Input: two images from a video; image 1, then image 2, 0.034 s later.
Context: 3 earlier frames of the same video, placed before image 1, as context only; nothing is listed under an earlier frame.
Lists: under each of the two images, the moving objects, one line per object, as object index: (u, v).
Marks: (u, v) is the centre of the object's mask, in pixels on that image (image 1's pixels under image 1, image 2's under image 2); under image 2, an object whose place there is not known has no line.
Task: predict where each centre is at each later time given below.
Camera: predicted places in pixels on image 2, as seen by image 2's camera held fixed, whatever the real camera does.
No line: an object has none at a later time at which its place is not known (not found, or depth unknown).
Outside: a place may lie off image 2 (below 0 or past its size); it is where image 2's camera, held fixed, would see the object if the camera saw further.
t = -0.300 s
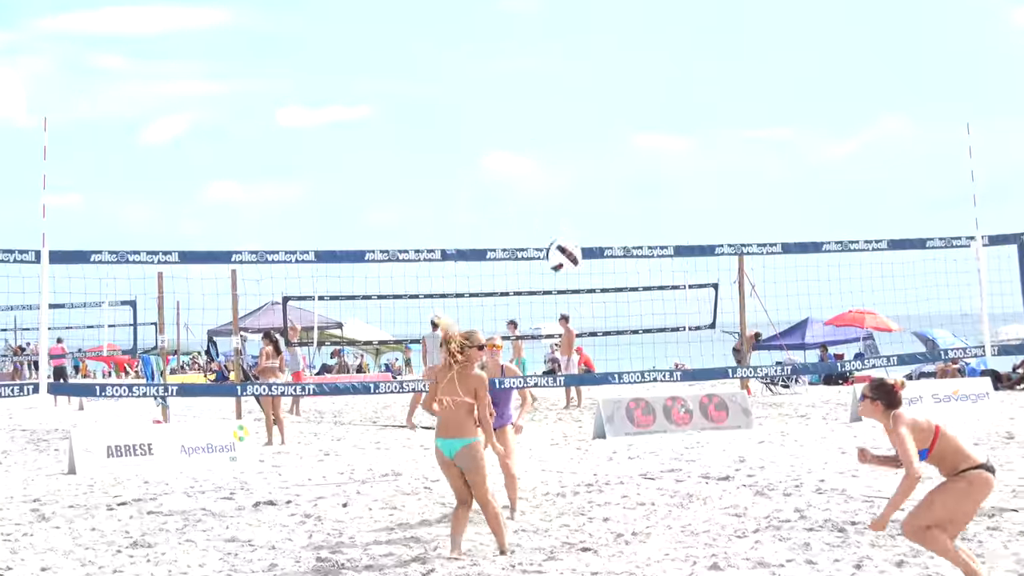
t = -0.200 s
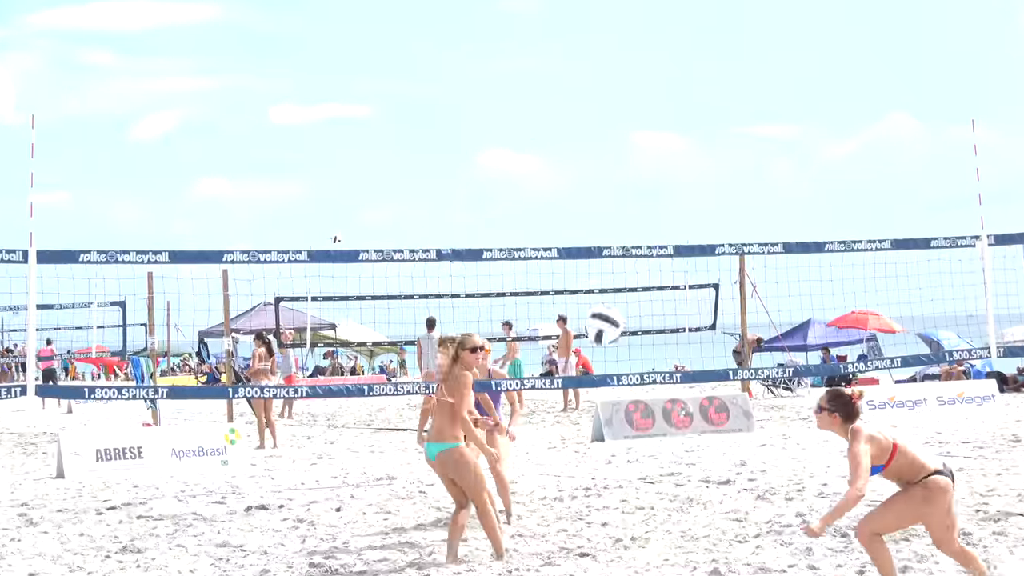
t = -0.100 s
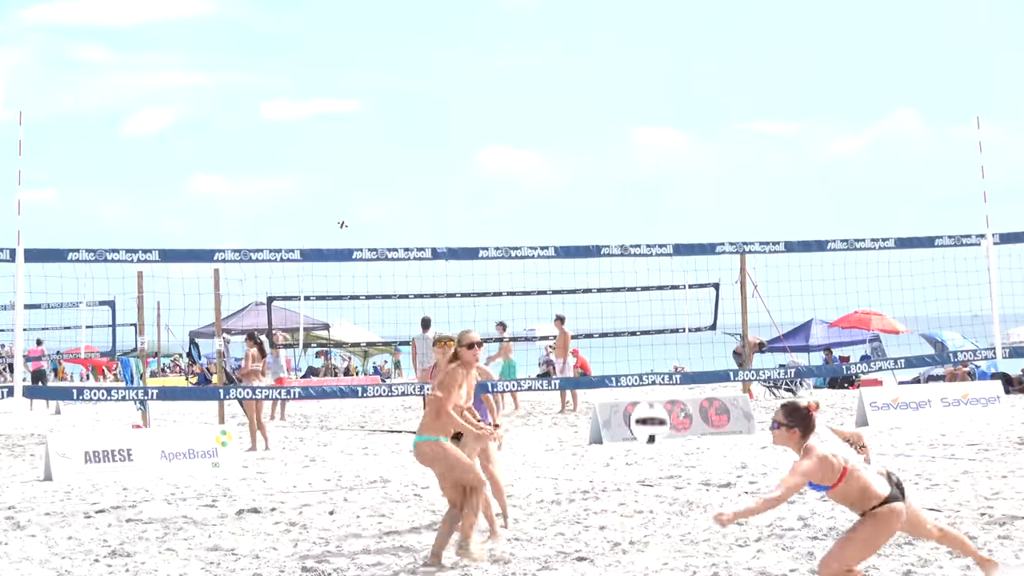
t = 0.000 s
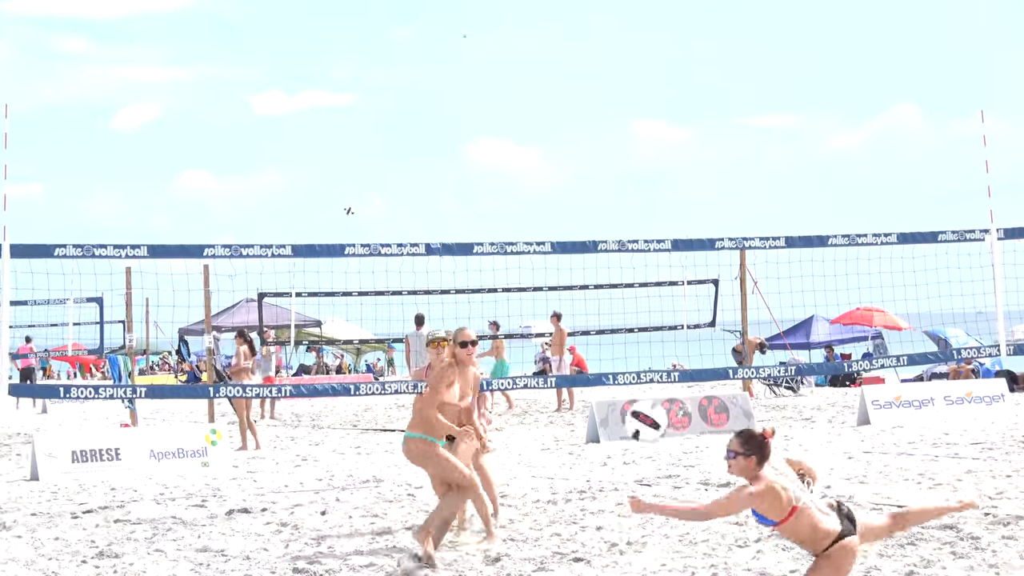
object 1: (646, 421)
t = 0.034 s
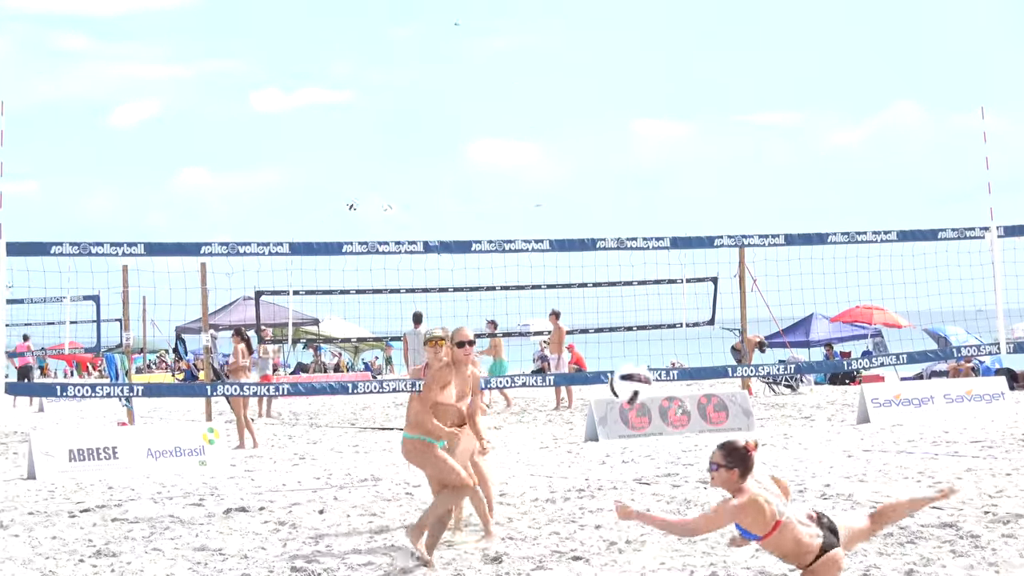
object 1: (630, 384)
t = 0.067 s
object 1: (617, 348)
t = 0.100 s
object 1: (602, 317)
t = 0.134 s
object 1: (588, 287)
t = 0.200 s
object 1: (563, 228)
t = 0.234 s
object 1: (543, 203)
